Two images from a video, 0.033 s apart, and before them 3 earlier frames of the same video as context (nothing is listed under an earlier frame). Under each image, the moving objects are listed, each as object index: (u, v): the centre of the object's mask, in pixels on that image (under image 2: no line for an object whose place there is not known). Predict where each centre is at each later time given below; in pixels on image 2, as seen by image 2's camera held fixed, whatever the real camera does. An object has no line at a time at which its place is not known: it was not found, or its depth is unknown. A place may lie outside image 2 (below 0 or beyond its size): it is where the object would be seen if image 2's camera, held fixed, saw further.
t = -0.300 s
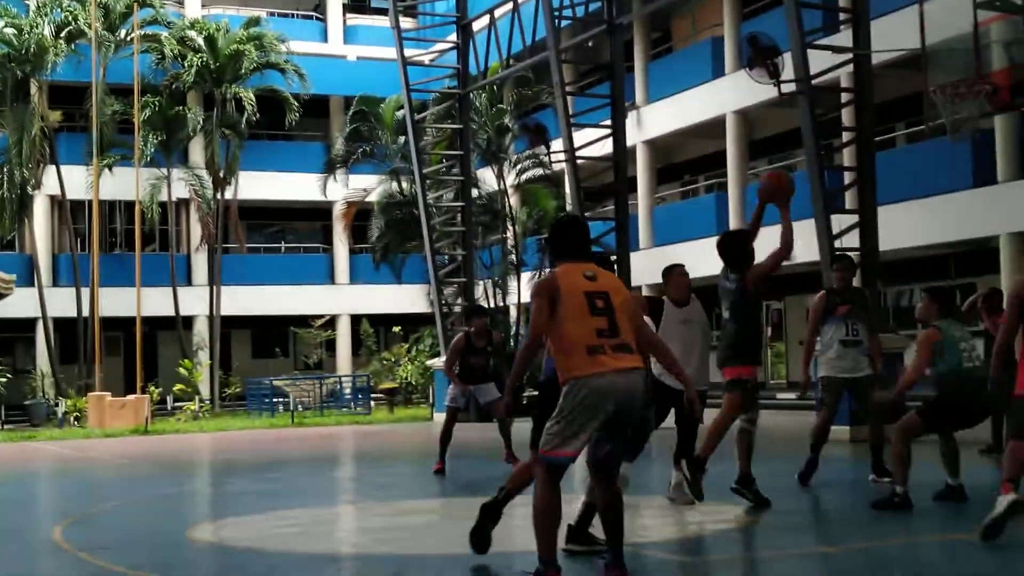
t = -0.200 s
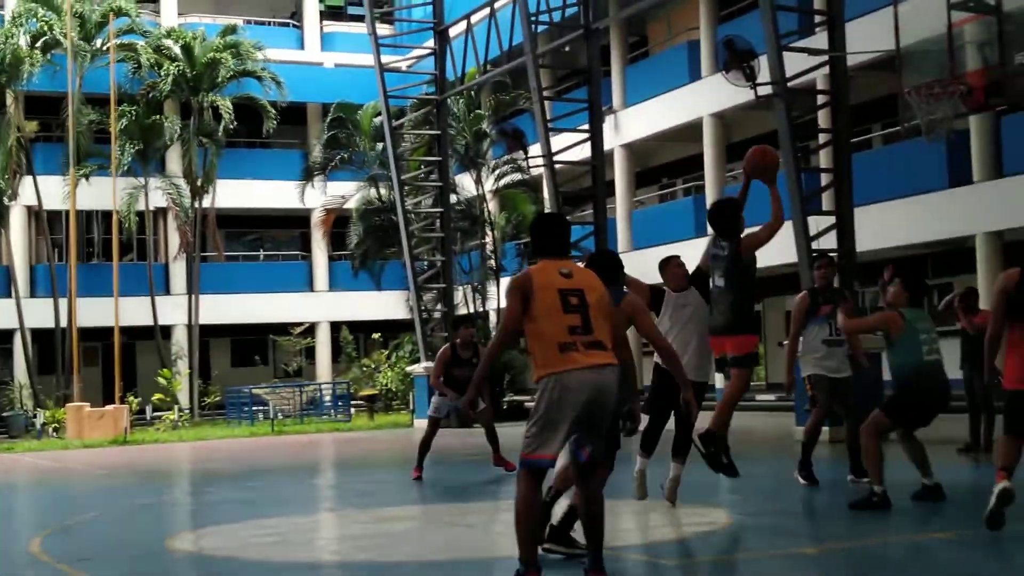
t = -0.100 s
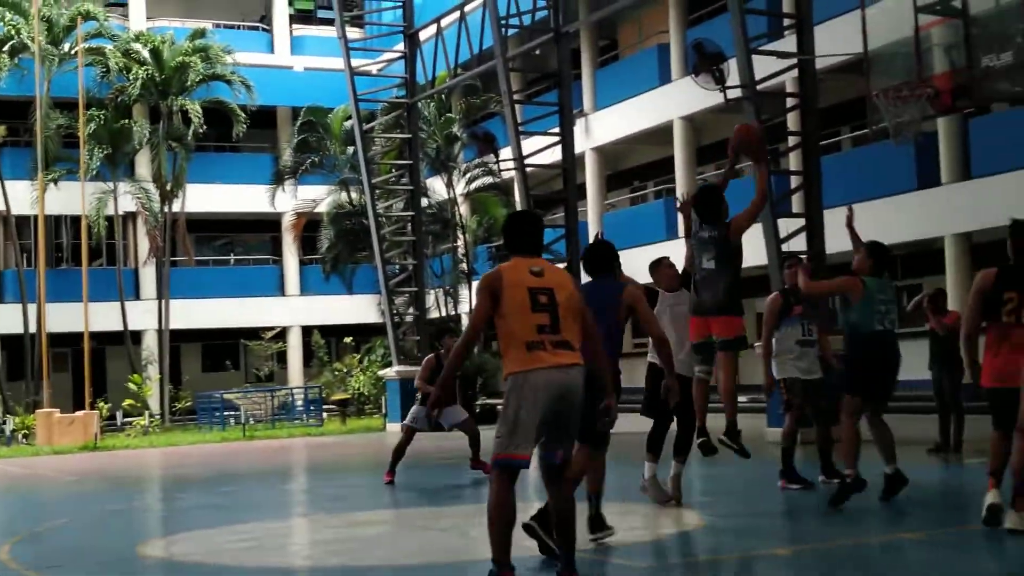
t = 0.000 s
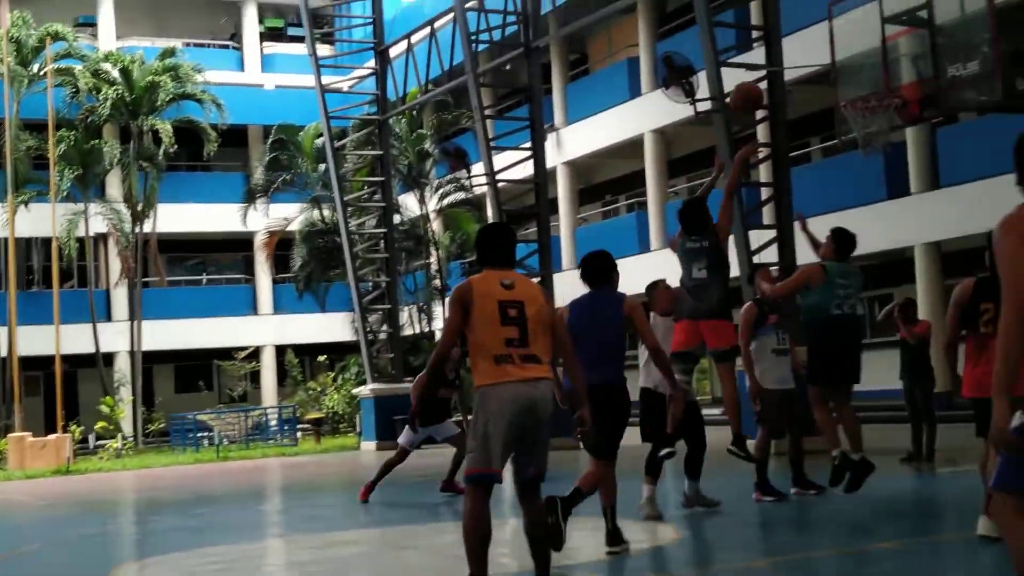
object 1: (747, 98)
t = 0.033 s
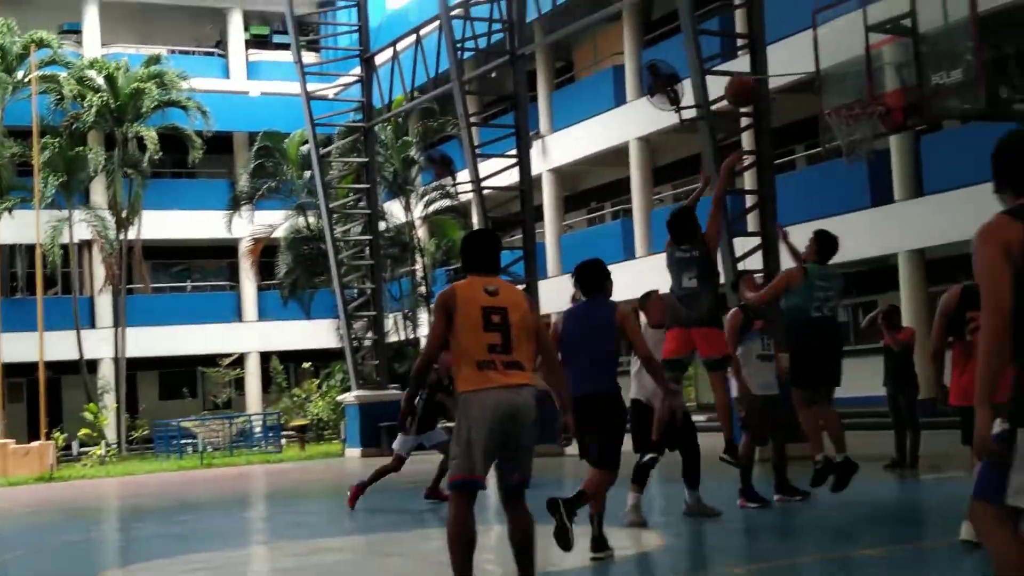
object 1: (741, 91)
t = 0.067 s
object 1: (750, 77)
